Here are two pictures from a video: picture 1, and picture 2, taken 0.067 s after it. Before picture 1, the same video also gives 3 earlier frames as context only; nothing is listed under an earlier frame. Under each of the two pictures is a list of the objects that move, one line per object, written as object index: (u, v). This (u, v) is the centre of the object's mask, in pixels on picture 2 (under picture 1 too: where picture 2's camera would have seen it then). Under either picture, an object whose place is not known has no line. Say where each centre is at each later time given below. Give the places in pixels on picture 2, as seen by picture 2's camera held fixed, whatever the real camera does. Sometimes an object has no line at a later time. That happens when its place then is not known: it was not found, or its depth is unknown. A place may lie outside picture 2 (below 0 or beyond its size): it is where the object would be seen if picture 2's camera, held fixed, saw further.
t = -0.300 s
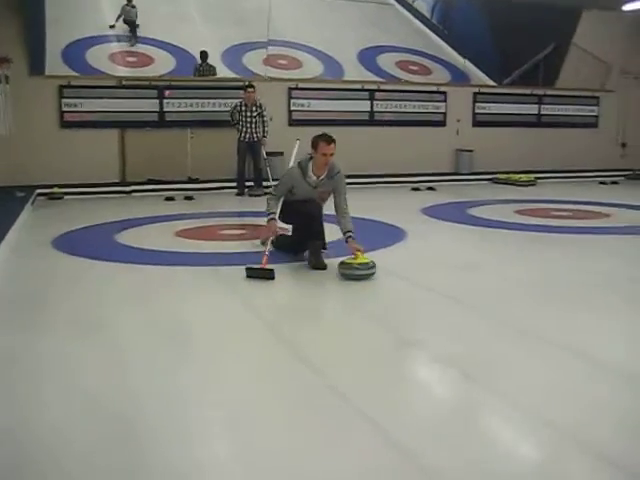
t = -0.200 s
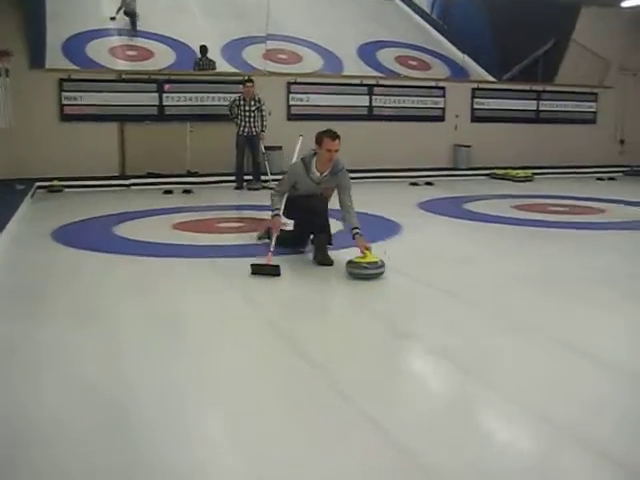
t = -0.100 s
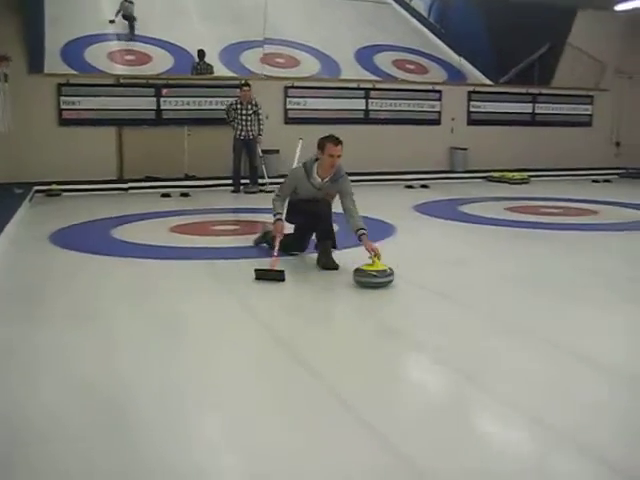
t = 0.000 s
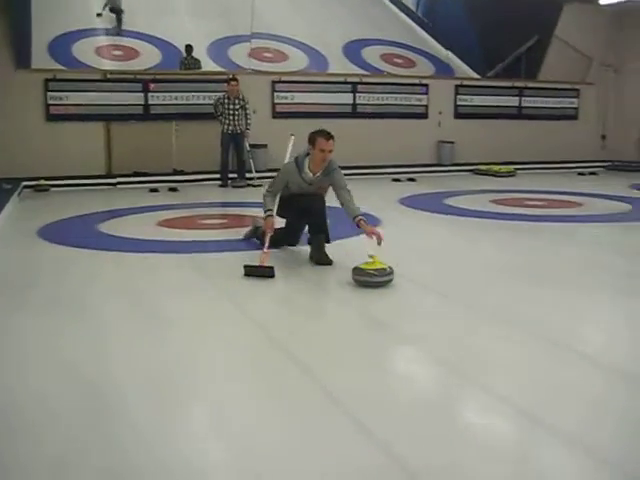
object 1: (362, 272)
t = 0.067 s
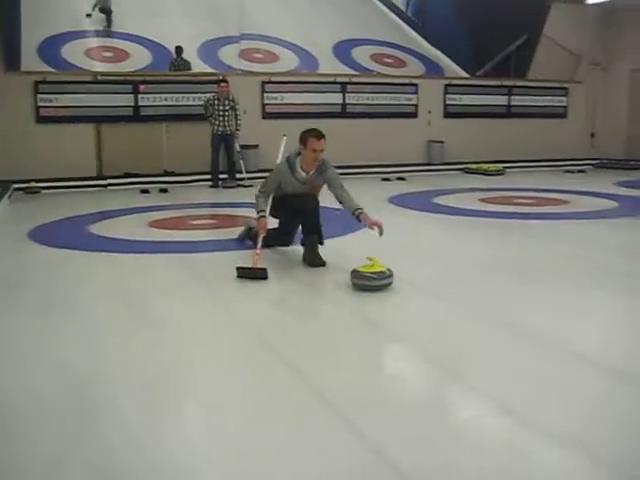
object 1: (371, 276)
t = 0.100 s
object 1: (376, 279)
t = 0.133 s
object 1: (381, 281)
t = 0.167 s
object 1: (386, 284)
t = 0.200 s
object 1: (391, 287)
